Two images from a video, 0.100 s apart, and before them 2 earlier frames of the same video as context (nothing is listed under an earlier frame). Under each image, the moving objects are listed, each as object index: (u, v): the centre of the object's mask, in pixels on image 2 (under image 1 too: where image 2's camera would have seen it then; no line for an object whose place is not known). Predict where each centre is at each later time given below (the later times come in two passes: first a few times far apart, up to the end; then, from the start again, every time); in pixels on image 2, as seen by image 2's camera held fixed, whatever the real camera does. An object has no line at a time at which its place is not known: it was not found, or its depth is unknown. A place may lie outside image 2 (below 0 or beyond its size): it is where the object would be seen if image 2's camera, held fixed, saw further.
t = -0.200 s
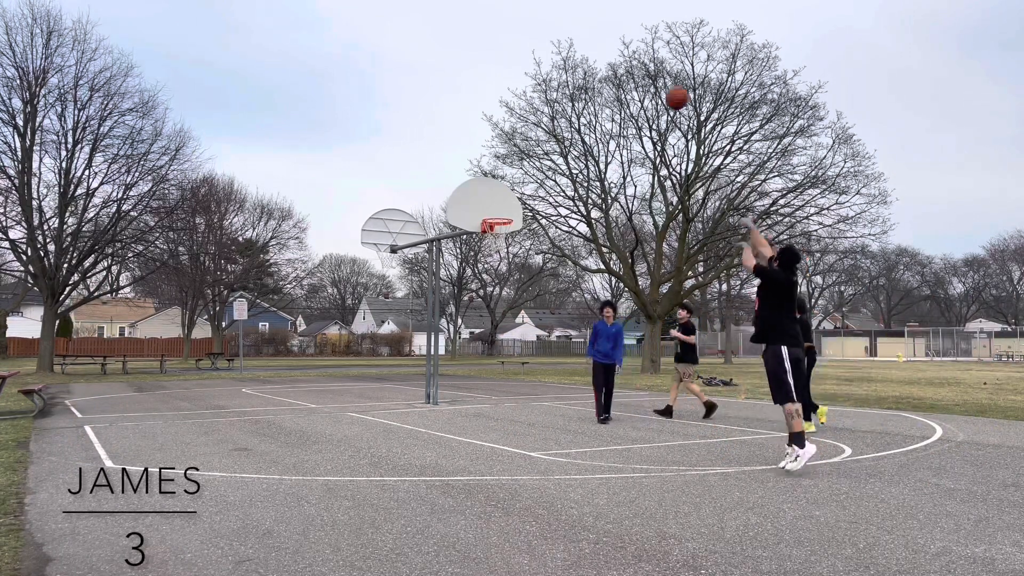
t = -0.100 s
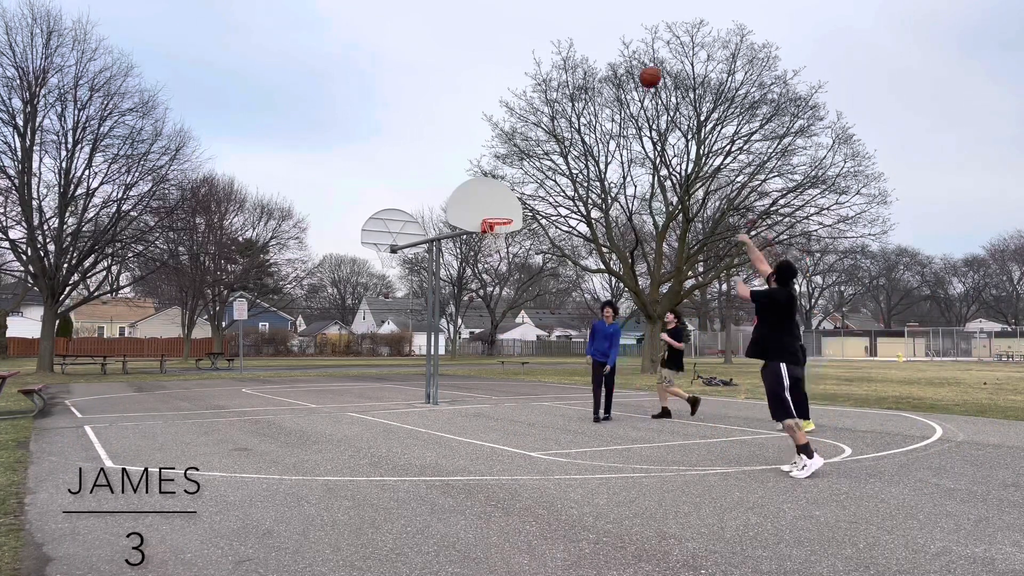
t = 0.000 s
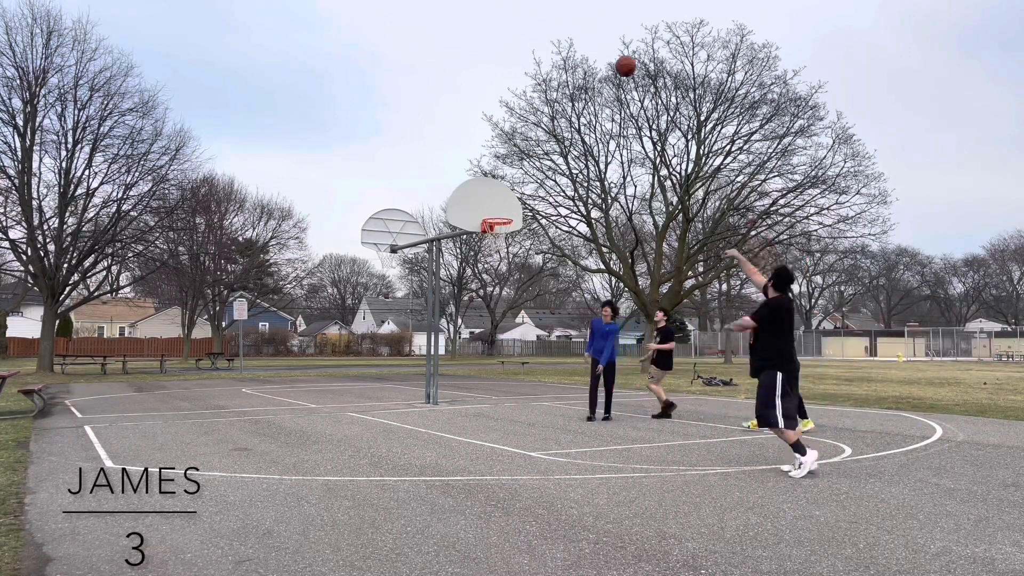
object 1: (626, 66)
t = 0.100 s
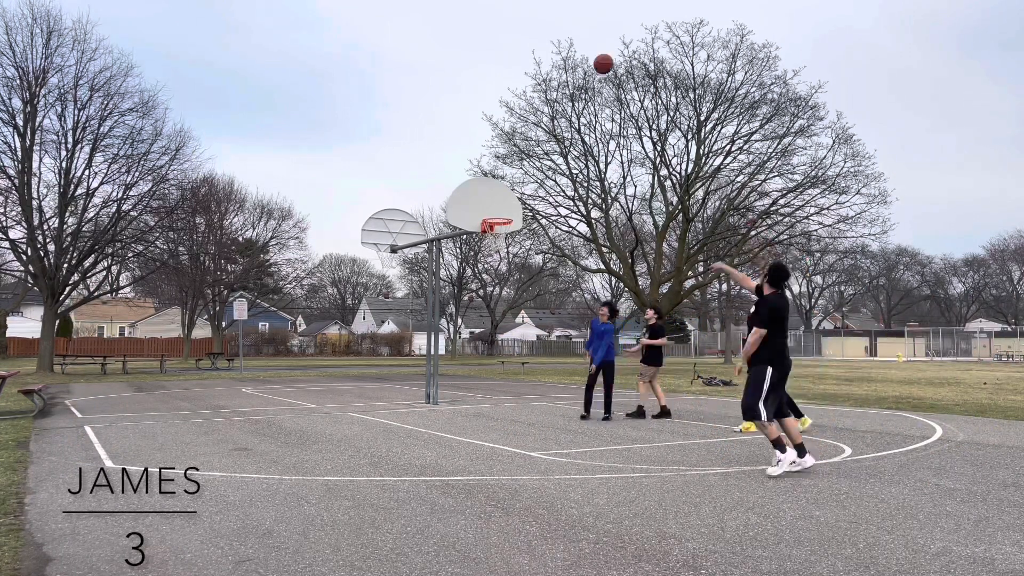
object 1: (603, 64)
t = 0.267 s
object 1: (571, 76)
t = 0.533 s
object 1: (527, 131)
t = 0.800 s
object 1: (490, 212)
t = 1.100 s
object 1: (438, 200)
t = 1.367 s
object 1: (384, 243)
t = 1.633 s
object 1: (321, 346)
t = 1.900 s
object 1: (253, 377)
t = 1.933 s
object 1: (245, 364)
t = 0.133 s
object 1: (597, 65)
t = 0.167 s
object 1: (590, 66)
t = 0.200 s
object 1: (584, 69)
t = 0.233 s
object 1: (577, 73)
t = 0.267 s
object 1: (571, 76)
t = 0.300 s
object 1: (565, 81)
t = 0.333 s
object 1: (559, 86)
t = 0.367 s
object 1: (553, 92)
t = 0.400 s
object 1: (547, 99)
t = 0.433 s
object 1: (542, 106)
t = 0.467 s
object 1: (537, 114)
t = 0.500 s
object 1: (532, 122)
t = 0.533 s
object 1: (527, 131)
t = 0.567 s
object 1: (521, 140)
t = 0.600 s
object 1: (516, 150)
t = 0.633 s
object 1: (512, 160)
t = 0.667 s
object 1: (507, 170)
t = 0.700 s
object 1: (502, 182)
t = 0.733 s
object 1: (498, 193)
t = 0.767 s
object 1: (494, 205)
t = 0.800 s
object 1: (490, 212)
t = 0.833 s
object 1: (484, 209)
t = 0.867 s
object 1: (479, 205)
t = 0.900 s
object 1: (473, 202)
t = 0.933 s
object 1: (467, 200)
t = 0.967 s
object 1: (462, 199)
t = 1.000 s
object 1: (456, 198)
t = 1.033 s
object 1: (450, 198)
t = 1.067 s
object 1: (444, 199)
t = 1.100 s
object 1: (438, 200)
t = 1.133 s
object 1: (431, 203)
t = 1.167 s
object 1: (425, 206)
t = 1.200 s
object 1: (418, 210)
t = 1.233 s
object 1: (412, 215)
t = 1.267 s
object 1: (405, 220)
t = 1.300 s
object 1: (398, 227)
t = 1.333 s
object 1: (391, 234)
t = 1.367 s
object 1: (384, 243)
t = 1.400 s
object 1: (376, 252)
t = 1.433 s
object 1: (369, 263)
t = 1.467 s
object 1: (362, 273)
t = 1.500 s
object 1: (354, 287)
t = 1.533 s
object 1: (345, 300)
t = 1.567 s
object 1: (337, 315)
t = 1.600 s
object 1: (329, 331)
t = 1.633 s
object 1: (321, 346)
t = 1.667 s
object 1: (312, 366)
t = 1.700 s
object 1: (302, 386)
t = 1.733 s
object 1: (293, 407)
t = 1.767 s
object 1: (283, 429)
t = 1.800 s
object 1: (276, 420)
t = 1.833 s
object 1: (269, 406)
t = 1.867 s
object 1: (261, 391)
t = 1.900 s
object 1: (253, 377)
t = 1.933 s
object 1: (245, 364)
